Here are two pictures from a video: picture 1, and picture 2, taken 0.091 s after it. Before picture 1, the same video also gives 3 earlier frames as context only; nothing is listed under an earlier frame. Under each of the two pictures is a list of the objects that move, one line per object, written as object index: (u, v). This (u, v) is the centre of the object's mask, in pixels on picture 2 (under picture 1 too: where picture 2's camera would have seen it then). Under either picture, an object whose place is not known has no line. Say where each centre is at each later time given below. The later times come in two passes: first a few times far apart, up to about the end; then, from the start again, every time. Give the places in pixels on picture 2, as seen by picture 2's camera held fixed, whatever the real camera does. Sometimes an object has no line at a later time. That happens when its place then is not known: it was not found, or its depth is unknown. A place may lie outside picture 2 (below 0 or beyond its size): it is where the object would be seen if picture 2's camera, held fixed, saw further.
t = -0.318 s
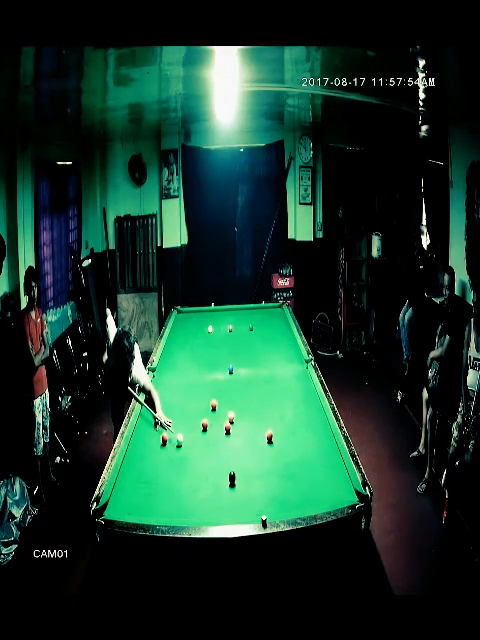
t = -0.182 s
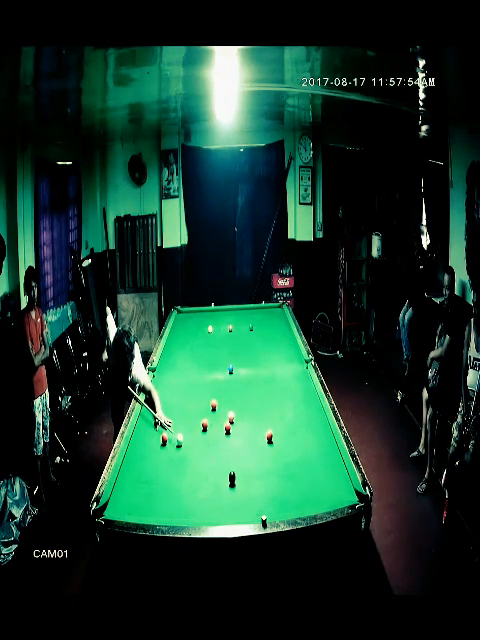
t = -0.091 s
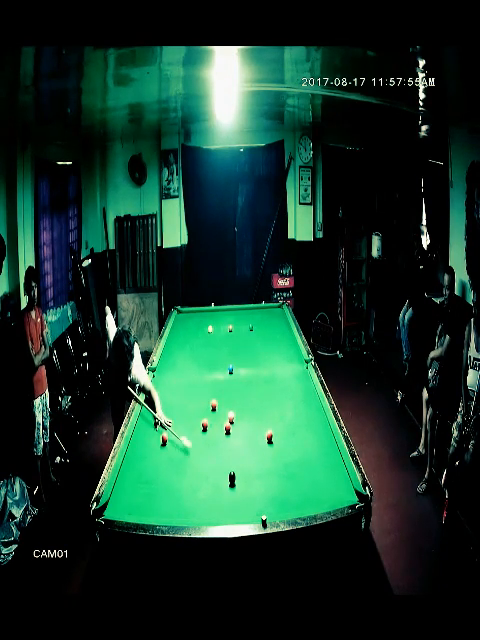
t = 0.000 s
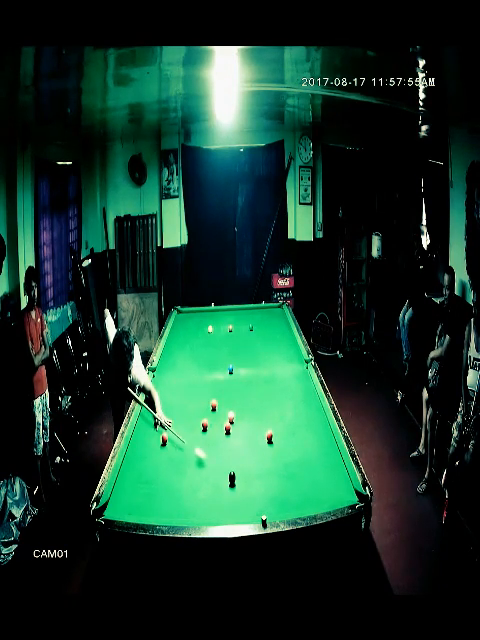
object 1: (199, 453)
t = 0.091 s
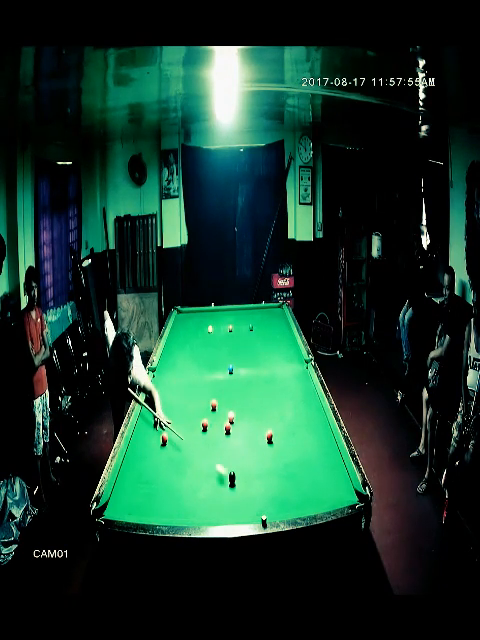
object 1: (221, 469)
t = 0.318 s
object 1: (225, 492)
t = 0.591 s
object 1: (232, 508)
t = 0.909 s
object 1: (234, 487)
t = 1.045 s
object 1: (234, 479)
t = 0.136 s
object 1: (225, 476)
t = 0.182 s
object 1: (224, 479)
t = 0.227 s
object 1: (224, 483)
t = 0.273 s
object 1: (224, 487)
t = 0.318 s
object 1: (225, 492)
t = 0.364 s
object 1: (226, 497)
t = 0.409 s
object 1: (227, 501)
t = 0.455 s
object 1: (228, 504)
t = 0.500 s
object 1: (229, 509)
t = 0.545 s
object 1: (231, 510)
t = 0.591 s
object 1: (232, 508)
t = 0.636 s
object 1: (232, 504)
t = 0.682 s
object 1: (232, 501)
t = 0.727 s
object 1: (232, 498)
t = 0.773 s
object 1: (233, 496)
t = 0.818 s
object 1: (233, 492)
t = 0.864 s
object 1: (233, 489)
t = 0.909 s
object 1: (234, 487)
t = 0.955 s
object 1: (234, 484)
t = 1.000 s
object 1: (234, 482)
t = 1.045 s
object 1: (234, 479)
